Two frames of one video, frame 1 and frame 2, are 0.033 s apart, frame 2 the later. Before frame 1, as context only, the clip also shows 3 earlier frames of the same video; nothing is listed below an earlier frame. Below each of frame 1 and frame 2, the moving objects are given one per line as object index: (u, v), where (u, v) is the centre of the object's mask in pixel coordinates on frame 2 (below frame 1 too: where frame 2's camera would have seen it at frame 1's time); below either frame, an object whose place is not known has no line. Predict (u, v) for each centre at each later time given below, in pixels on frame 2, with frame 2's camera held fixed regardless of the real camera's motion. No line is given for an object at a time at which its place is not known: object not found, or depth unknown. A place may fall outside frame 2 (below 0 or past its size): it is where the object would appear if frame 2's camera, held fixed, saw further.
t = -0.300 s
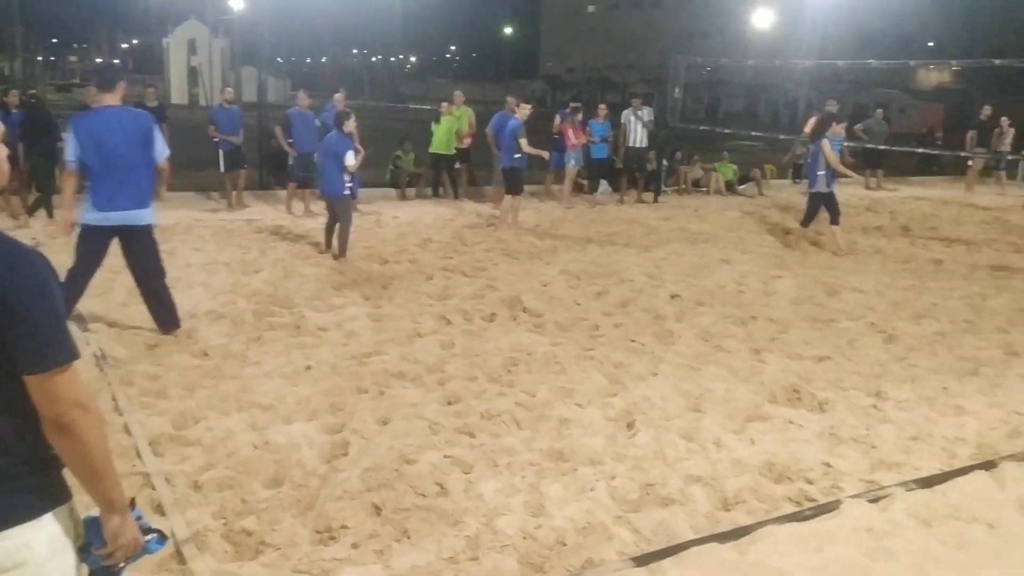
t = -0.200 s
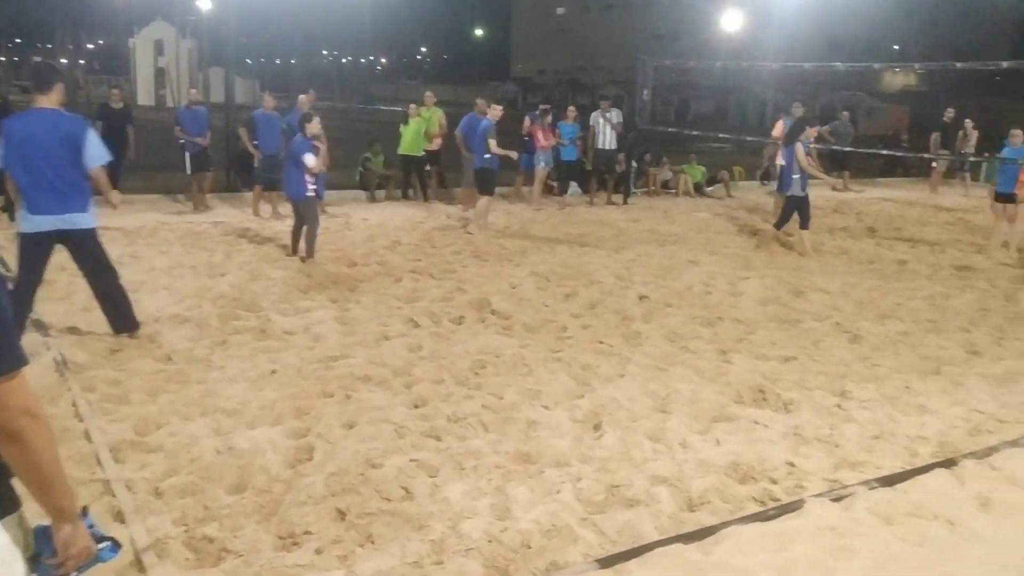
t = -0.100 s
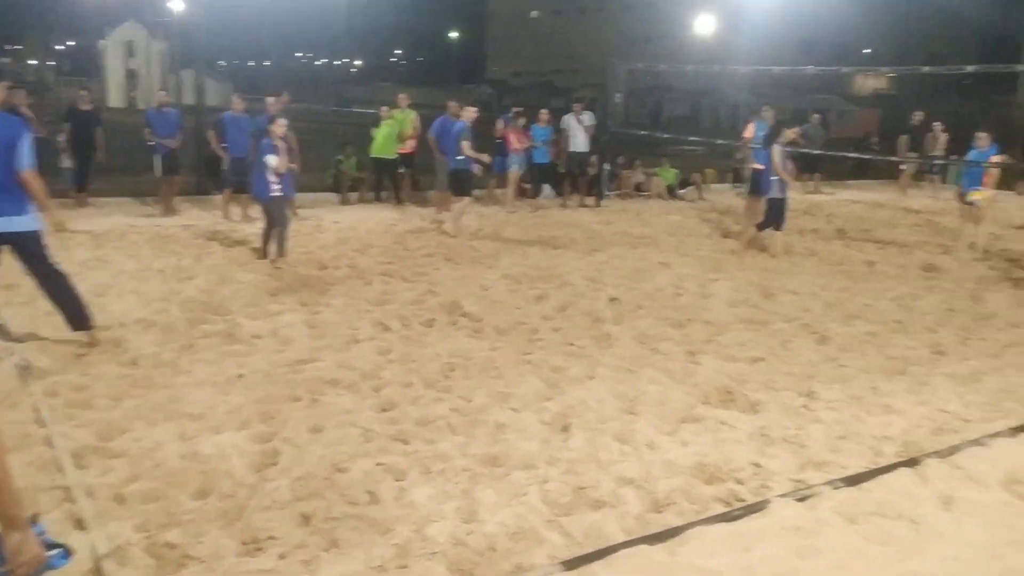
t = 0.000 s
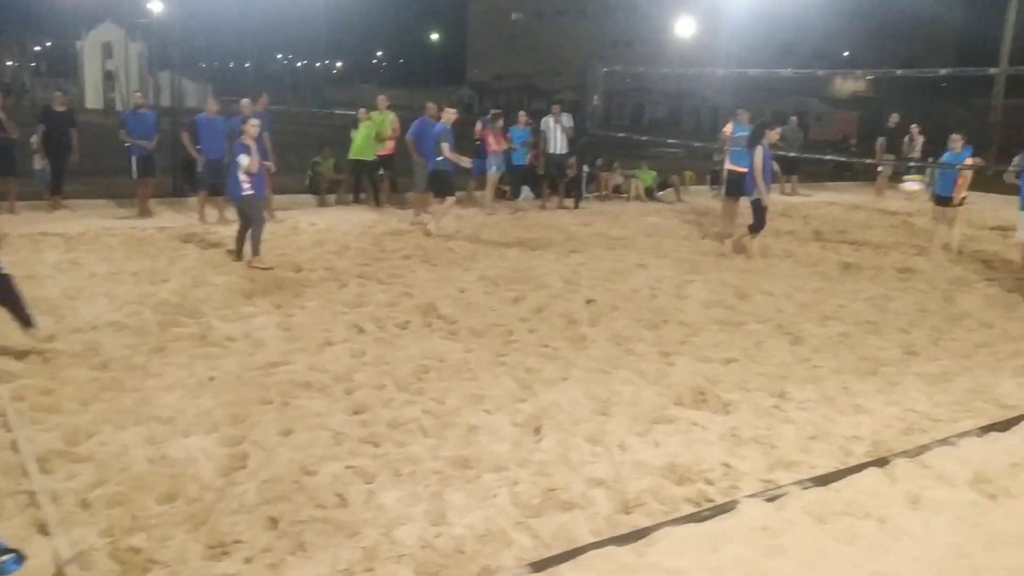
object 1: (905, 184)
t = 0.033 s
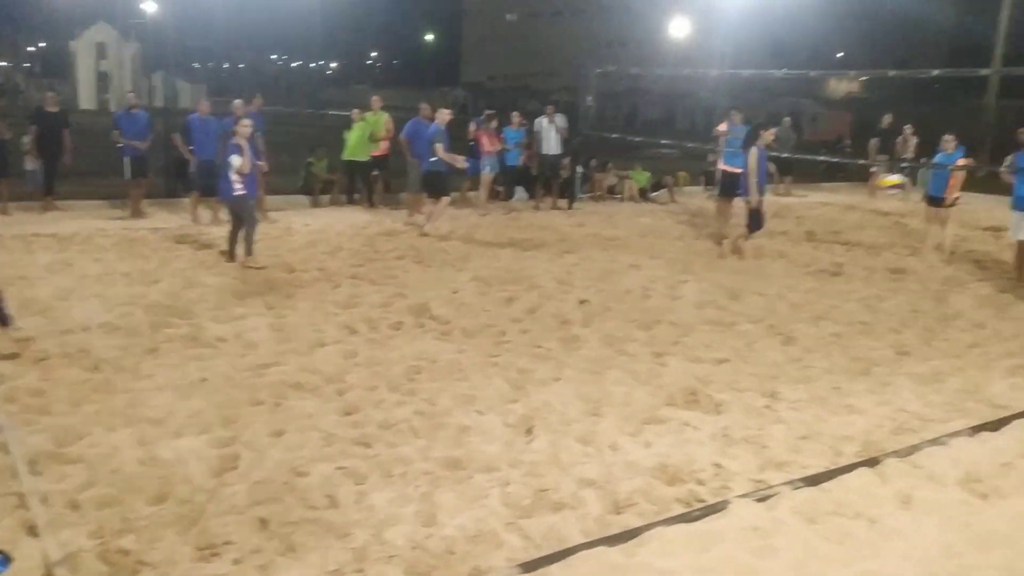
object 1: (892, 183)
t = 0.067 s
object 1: (874, 182)
